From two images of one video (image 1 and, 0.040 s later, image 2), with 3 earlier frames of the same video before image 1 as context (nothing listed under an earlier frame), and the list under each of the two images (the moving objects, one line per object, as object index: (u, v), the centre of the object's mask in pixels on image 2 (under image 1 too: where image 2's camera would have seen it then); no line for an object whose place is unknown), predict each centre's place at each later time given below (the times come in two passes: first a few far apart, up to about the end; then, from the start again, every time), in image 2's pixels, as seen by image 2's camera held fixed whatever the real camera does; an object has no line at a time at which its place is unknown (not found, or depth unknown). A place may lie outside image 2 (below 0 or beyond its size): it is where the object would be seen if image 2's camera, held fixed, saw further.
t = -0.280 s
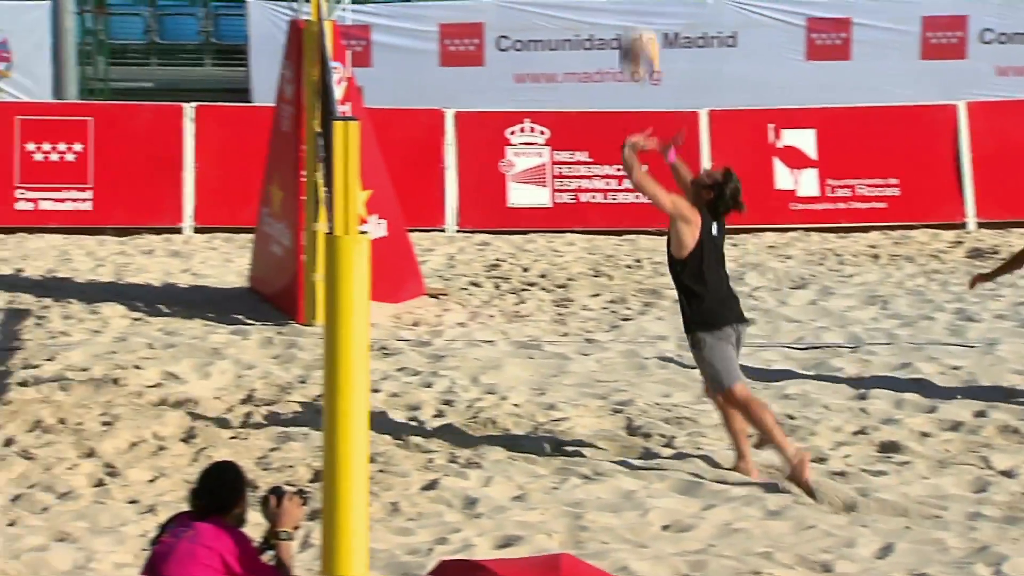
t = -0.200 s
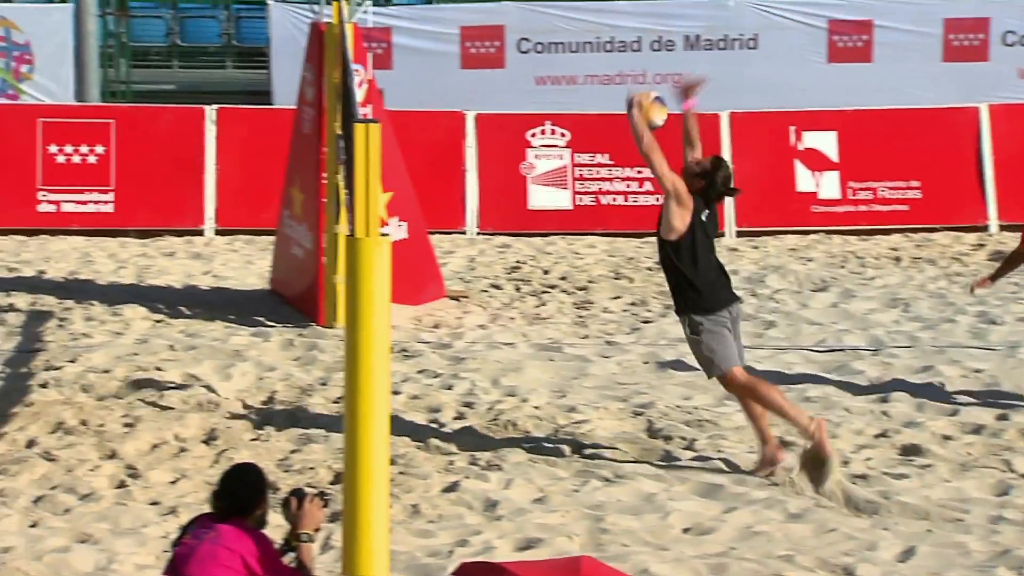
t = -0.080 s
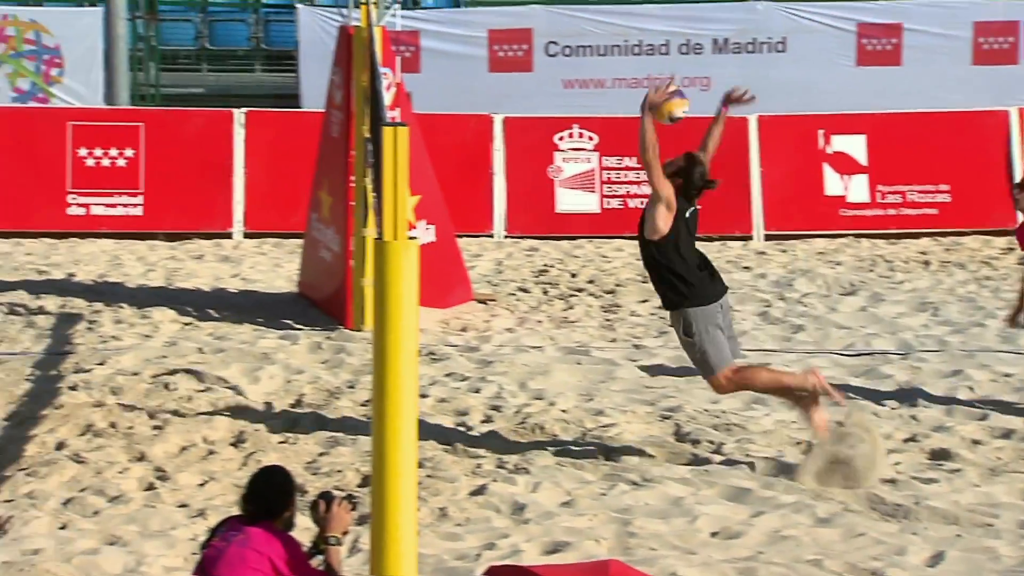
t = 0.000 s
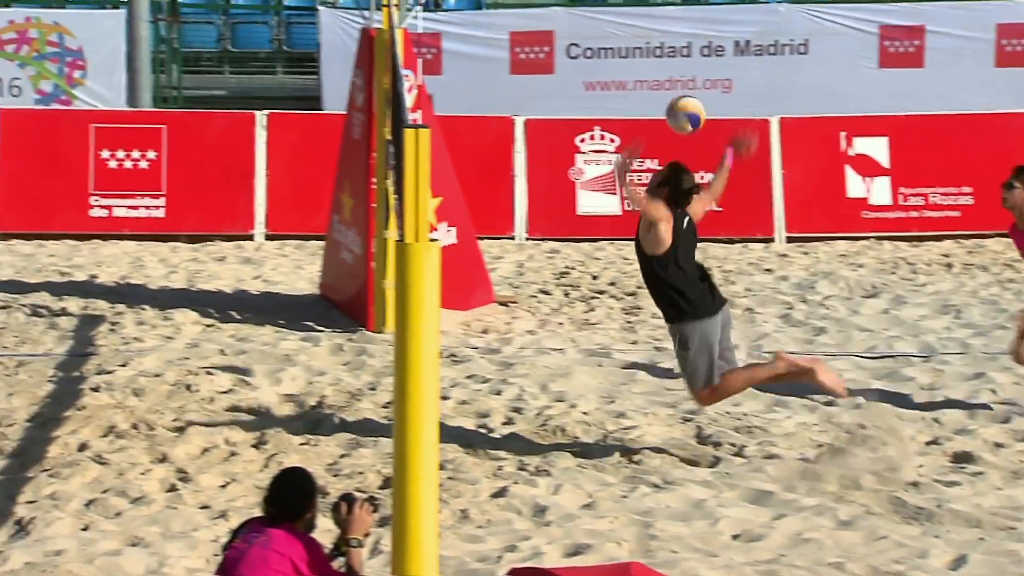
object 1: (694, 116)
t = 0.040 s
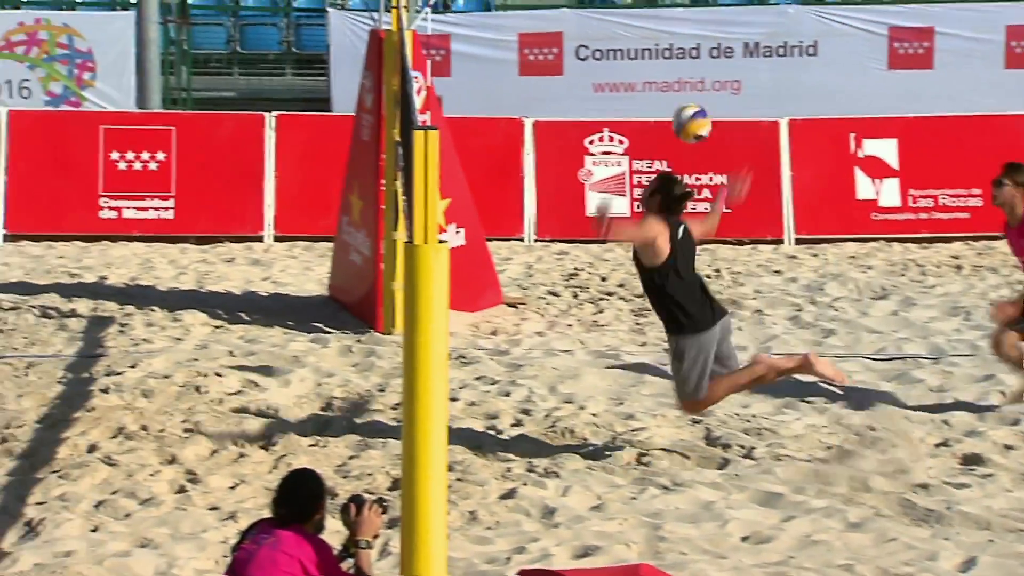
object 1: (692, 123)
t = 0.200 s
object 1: (684, 179)
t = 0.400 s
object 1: (670, 301)
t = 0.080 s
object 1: (690, 133)
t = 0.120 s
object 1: (688, 147)
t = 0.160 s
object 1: (686, 160)
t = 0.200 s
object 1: (684, 179)
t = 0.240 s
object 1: (681, 200)
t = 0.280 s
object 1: (678, 222)
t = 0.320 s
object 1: (676, 246)
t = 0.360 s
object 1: (673, 272)
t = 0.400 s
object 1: (670, 301)
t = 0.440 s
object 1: (668, 332)
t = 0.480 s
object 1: (667, 364)
